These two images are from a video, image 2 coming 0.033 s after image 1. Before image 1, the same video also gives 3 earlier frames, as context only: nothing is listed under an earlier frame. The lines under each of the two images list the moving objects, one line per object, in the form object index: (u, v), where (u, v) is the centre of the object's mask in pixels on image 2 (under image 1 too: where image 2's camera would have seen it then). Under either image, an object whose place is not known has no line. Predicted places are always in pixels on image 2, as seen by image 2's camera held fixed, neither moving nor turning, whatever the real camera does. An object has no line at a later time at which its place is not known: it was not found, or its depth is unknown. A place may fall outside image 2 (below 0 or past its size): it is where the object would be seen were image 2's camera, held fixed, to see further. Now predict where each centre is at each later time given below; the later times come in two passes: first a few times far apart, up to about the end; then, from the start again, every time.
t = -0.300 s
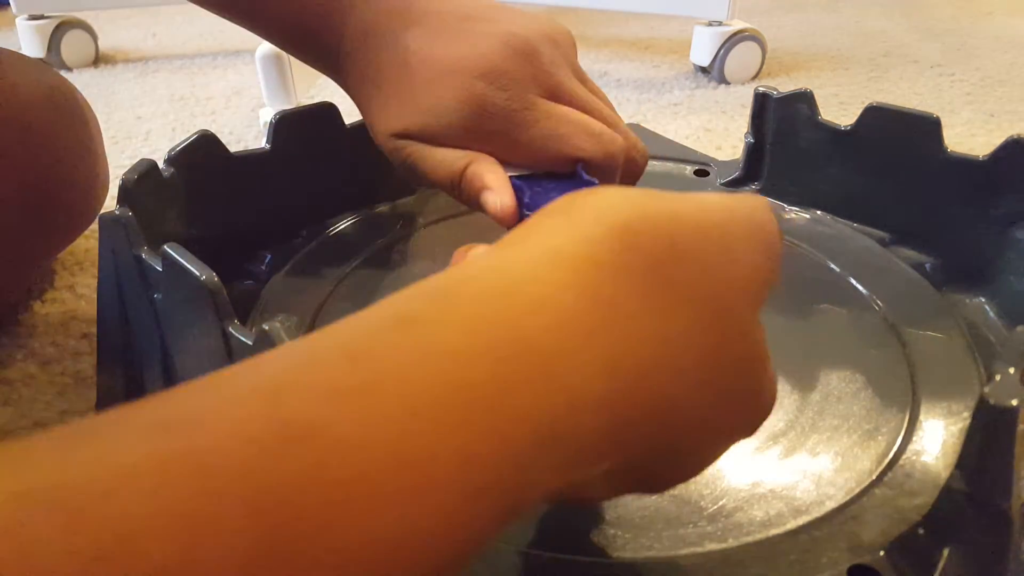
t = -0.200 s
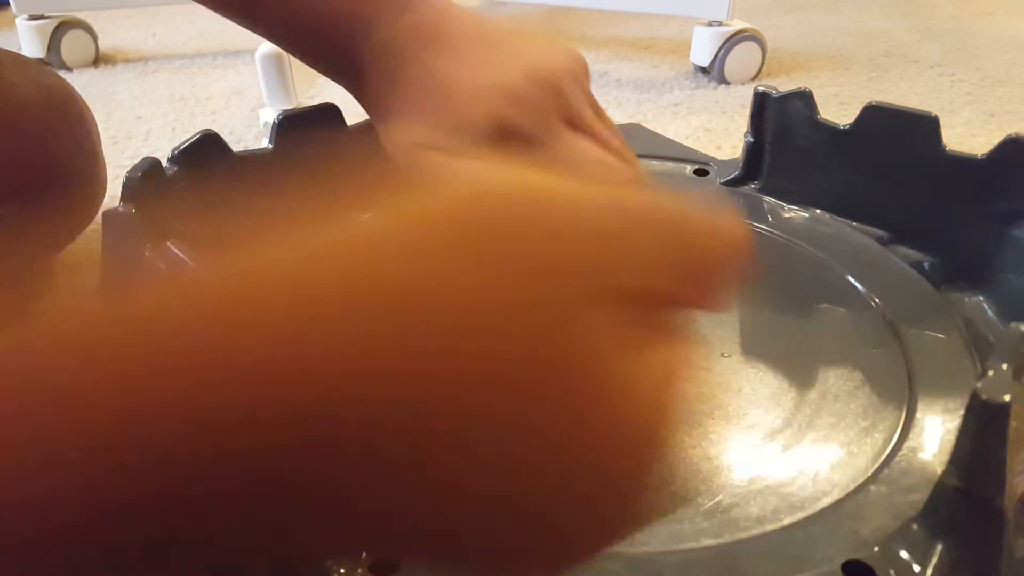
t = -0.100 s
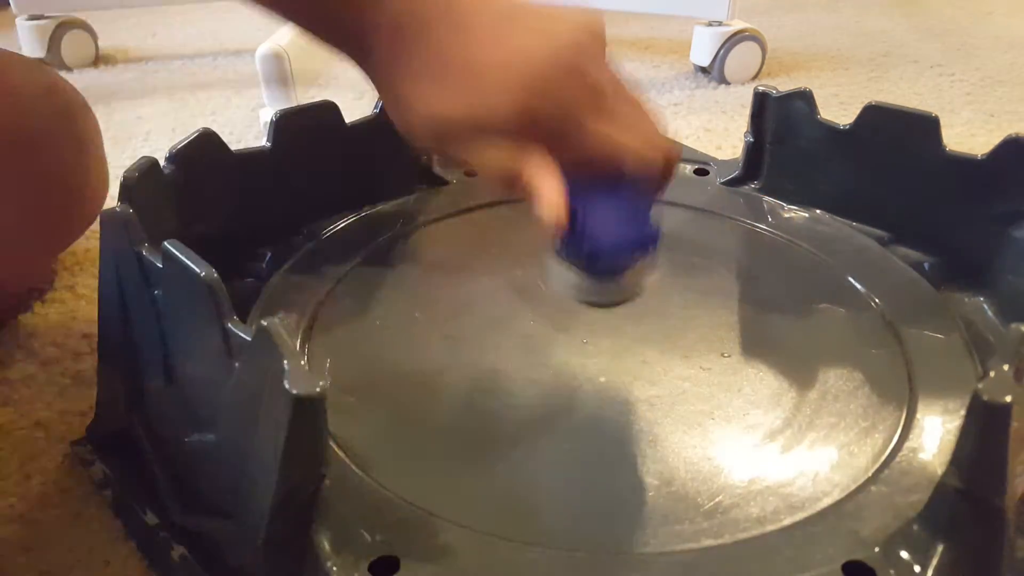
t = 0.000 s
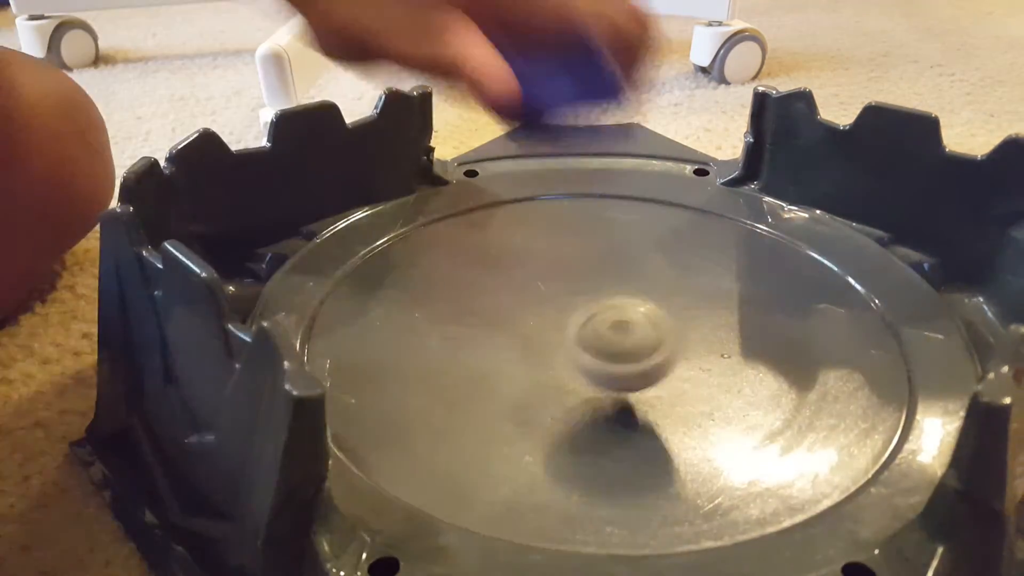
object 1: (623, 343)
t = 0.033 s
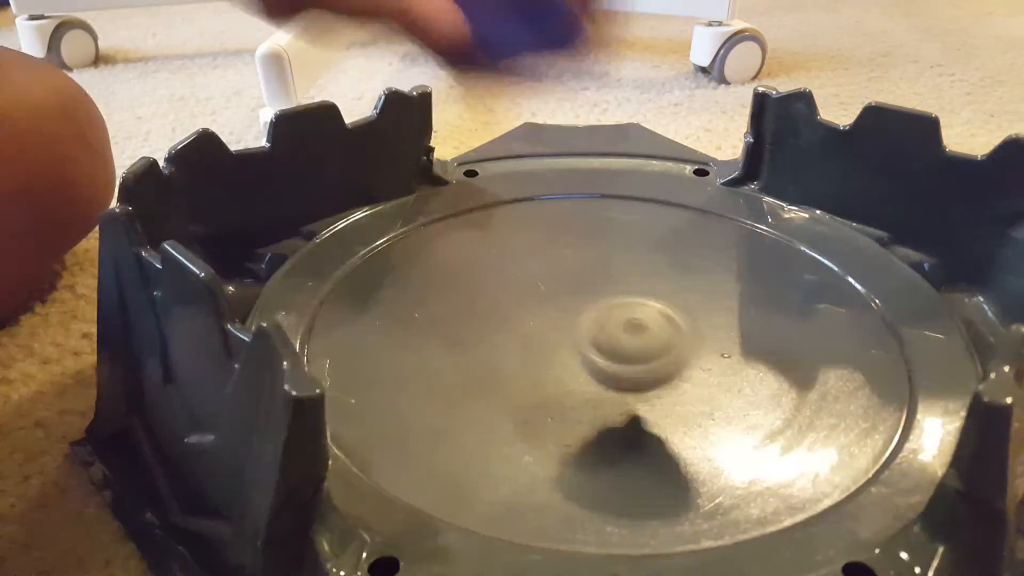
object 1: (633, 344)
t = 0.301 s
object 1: (791, 380)
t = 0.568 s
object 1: (850, 348)
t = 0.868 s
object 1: (771, 324)
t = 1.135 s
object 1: (629, 329)
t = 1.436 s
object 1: (497, 348)
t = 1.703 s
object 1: (436, 351)
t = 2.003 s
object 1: (436, 342)
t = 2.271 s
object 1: (482, 315)
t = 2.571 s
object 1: (549, 264)
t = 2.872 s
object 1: (573, 238)
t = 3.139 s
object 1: (584, 238)
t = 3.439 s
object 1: (611, 262)
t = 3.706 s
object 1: (651, 300)
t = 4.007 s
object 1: (692, 330)
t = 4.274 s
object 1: (688, 346)
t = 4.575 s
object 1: (636, 349)
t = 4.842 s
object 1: (567, 334)
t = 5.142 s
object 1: (508, 310)
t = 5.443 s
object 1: (489, 287)
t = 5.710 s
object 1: (495, 276)
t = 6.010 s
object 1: (539, 275)
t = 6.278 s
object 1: (602, 270)
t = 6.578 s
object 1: (642, 269)
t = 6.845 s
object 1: (652, 282)
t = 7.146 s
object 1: (649, 312)
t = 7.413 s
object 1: (642, 333)
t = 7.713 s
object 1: (619, 332)
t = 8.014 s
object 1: (568, 312)
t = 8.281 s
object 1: (527, 286)
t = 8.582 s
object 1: (509, 274)
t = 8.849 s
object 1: (517, 273)
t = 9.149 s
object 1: (570, 281)
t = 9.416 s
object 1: (623, 284)
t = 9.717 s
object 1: (651, 293)
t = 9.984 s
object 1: (647, 303)
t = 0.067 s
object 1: (652, 369)
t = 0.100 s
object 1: (664, 374)
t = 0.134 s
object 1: (683, 380)
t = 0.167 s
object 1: (709, 384)
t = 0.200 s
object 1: (733, 386)
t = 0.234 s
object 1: (753, 384)
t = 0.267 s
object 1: (774, 383)
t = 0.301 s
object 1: (791, 380)
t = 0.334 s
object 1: (808, 377)
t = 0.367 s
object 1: (823, 375)
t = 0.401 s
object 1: (834, 371)
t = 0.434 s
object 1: (842, 367)
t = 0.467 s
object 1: (848, 362)
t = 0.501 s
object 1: (850, 358)
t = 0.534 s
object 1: (851, 353)
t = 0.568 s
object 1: (850, 348)
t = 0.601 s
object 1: (847, 344)
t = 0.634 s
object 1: (843, 341)
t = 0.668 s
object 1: (838, 337)
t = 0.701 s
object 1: (831, 334)
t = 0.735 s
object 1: (822, 331)
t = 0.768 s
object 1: (811, 328)
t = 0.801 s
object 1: (800, 327)
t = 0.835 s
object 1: (787, 326)
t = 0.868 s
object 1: (771, 324)
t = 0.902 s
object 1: (754, 323)
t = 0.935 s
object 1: (736, 322)
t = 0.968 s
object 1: (719, 322)
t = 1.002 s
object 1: (701, 323)
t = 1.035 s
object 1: (683, 324)
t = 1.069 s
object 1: (663, 325)
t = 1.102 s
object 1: (646, 327)
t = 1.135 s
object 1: (629, 329)
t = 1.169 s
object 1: (613, 332)
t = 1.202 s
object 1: (598, 334)
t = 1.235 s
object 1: (583, 337)
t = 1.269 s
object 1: (567, 340)
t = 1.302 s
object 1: (552, 342)
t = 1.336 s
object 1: (537, 344)
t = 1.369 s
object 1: (523, 346)
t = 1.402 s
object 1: (510, 347)
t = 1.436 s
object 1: (497, 348)
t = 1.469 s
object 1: (486, 349)
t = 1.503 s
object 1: (475, 350)
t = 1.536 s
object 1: (466, 351)
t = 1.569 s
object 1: (457, 351)
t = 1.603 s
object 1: (450, 351)
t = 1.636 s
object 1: (444, 351)
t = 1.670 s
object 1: (440, 351)
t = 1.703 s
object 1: (436, 351)
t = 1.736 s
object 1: (434, 350)
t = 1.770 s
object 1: (432, 350)
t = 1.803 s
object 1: (431, 350)
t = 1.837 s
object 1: (431, 349)
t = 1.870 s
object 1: (431, 348)
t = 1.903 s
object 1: (431, 347)
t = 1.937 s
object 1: (432, 345)
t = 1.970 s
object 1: (434, 343)
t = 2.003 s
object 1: (436, 342)
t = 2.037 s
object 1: (439, 340)
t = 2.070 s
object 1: (443, 337)
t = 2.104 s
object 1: (447, 334)
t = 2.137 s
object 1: (453, 331)
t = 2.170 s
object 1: (458, 328)
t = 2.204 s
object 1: (465, 324)
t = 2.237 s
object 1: (473, 319)
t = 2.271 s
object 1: (482, 315)
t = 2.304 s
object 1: (491, 308)
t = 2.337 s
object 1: (500, 303)
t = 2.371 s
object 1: (509, 297)
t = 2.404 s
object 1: (517, 291)
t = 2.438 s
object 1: (524, 286)
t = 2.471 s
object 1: (531, 280)
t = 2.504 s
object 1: (537, 274)
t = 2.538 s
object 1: (544, 269)
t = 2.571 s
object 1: (549, 264)
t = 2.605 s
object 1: (553, 260)
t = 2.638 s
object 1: (557, 256)
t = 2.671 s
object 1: (560, 251)
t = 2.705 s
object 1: (563, 248)
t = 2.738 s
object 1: (565, 245)
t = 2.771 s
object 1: (568, 242)
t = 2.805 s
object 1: (569, 240)
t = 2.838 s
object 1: (571, 239)
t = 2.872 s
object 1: (573, 238)
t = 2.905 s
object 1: (574, 237)
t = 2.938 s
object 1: (575, 236)
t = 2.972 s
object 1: (576, 236)
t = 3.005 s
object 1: (577, 236)
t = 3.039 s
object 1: (579, 236)
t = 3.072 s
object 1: (580, 237)
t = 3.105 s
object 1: (582, 237)
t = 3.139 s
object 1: (584, 238)
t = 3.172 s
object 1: (586, 239)
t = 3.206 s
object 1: (588, 241)
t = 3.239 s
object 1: (591, 243)
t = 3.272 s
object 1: (594, 245)
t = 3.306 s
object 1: (597, 248)
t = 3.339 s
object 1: (601, 251)
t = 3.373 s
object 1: (604, 255)
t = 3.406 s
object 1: (607, 259)
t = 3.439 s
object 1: (611, 262)
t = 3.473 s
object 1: (615, 266)
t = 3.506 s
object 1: (620, 271)
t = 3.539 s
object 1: (625, 276)
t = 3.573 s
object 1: (630, 281)
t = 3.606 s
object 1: (635, 285)
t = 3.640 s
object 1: (640, 290)
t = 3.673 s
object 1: (646, 295)
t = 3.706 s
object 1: (651, 300)
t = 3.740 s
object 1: (656, 304)
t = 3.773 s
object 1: (661, 309)
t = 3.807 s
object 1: (666, 313)
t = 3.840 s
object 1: (671, 316)
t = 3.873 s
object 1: (676, 320)
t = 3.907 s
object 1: (682, 323)
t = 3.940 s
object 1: (686, 326)
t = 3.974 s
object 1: (690, 328)
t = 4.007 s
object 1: (692, 330)
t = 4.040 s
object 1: (694, 333)
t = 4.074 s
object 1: (695, 335)
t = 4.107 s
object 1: (695, 337)
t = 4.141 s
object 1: (694, 339)
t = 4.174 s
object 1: (693, 341)
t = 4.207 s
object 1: (692, 343)
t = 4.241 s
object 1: (690, 344)
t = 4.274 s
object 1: (688, 346)
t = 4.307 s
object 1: (685, 347)
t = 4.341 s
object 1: (681, 347)
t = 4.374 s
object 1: (677, 348)
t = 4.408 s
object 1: (671, 349)
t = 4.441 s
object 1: (665, 350)
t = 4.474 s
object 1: (659, 350)
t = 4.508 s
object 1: (651, 350)
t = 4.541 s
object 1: (643, 350)
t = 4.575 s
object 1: (636, 349)
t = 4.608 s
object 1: (629, 348)
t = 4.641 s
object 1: (622, 347)
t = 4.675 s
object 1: (613, 345)
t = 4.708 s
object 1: (604, 343)
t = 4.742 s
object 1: (595, 340)
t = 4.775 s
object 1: (585, 338)
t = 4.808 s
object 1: (576, 336)
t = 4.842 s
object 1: (567, 334)
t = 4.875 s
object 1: (558, 332)
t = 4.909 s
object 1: (549, 329)
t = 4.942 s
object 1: (541, 327)
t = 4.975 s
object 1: (533, 324)
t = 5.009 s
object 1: (527, 321)
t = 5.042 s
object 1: (520, 318)
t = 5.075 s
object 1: (516, 315)
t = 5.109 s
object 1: (511, 312)
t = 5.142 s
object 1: (508, 310)
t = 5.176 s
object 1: (505, 307)
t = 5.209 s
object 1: (501, 304)
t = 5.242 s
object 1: (498, 301)
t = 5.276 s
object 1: (496, 299)
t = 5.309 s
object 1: (493, 296)
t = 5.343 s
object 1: (491, 293)
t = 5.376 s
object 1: (490, 291)
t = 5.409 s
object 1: (489, 289)
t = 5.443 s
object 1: (489, 287)
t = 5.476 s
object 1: (489, 286)
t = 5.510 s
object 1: (489, 284)
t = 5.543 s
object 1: (490, 283)
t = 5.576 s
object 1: (491, 281)
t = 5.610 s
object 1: (491, 280)
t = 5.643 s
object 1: (492, 279)
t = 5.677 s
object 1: (493, 277)
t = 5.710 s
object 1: (495, 276)
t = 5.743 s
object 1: (497, 276)
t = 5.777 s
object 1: (500, 275)
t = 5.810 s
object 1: (503, 275)
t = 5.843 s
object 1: (507, 275)
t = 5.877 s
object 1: (512, 275)
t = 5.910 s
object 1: (517, 275)
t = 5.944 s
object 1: (524, 274)
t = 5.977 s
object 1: (531, 275)
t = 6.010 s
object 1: (539, 275)
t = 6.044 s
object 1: (546, 275)
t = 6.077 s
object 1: (554, 274)
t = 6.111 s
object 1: (563, 273)
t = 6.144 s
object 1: (571, 273)
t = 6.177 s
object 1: (579, 272)
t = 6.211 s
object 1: (587, 271)
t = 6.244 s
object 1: (595, 270)
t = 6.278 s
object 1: (602, 270)
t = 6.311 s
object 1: (609, 268)
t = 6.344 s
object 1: (615, 268)
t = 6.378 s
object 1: (621, 268)
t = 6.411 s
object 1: (626, 267)
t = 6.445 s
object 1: (629, 267)
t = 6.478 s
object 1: (633, 268)
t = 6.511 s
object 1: (636, 268)
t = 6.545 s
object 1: (639, 269)
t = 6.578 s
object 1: (642, 269)
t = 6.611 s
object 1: (644, 270)
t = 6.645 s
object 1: (646, 271)
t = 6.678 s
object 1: (648, 272)
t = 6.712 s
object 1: (648, 273)
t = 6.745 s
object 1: (650, 275)
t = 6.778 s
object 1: (651, 277)
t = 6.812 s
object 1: (651, 280)
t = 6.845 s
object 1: (652, 282)
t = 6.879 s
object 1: (652, 285)
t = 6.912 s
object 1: (653, 287)
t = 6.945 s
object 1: (653, 291)
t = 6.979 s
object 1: (652, 294)
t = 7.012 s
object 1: (652, 297)
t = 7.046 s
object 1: (651, 301)
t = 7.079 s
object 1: (649, 304)
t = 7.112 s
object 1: (649, 308)
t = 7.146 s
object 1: (649, 312)
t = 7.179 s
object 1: (649, 316)
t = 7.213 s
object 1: (649, 319)
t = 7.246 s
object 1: (649, 322)
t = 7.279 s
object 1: (648, 325)
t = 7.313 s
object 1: (647, 328)
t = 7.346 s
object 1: (646, 330)
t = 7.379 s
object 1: (644, 332)
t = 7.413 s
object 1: (642, 333)
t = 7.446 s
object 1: (639, 334)
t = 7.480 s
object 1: (638, 334)
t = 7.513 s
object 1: (636, 334)
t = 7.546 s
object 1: (635, 334)
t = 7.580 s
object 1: (634, 334)
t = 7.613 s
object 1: (631, 334)
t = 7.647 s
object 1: (628, 334)
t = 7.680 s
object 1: (624, 333)
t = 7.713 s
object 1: (619, 332)
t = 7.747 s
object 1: (614, 331)
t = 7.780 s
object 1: (608, 329)
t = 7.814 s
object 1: (603, 327)
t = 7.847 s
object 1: (597, 325)
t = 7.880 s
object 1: (591, 323)
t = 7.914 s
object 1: (585, 320)
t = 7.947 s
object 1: (579, 318)
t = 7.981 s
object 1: (574, 315)
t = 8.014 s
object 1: (568, 312)
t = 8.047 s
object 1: (563, 309)
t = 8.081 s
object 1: (558, 306)
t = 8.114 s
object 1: (553, 303)
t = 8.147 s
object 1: (548, 299)
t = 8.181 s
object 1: (543, 296)
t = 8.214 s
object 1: (538, 292)
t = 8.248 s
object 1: (532, 289)
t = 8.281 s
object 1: (527, 286)
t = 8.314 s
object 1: (523, 284)
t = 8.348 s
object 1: (519, 281)
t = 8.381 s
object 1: (516, 279)
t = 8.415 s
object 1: (514, 278)
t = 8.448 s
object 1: (512, 277)
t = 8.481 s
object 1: (511, 276)
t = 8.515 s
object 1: (510, 275)
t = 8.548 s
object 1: (509, 274)
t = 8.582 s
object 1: (509, 274)
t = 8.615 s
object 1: (509, 273)
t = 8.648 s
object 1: (509, 273)
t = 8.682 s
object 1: (509, 273)
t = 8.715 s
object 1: (509, 273)
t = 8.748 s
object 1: (511, 272)
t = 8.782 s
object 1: (512, 272)
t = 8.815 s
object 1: (514, 272)
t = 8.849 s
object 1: (517, 273)
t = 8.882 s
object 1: (521, 274)
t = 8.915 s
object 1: (524, 274)
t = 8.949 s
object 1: (529, 276)
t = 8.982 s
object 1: (535, 277)
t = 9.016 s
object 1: (541, 278)
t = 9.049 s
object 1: (548, 279)
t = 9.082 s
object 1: (555, 279)
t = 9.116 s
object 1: (562, 280)
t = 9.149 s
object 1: (570, 281)
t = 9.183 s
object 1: (578, 281)
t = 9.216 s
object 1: (586, 281)
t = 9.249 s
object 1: (593, 282)
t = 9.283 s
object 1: (599, 282)
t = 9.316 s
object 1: (606, 283)
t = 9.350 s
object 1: (612, 283)
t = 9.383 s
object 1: (618, 283)
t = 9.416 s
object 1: (623, 284)
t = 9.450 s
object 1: (628, 285)
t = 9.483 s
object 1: (633, 286)
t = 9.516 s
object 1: (637, 287)
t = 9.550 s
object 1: (640, 288)
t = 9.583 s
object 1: (644, 289)
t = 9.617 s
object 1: (646, 290)
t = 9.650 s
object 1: (649, 291)
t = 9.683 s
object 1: (650, 292)
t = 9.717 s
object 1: (651, 293)
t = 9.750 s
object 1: (652, 294)
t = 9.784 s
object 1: (653, 295)
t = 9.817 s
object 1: (652, 296)
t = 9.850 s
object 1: (652, 297)
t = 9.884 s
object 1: (651, 298)
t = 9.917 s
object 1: (650, 300)
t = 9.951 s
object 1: (649, 301)
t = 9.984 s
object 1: (647, 303)
